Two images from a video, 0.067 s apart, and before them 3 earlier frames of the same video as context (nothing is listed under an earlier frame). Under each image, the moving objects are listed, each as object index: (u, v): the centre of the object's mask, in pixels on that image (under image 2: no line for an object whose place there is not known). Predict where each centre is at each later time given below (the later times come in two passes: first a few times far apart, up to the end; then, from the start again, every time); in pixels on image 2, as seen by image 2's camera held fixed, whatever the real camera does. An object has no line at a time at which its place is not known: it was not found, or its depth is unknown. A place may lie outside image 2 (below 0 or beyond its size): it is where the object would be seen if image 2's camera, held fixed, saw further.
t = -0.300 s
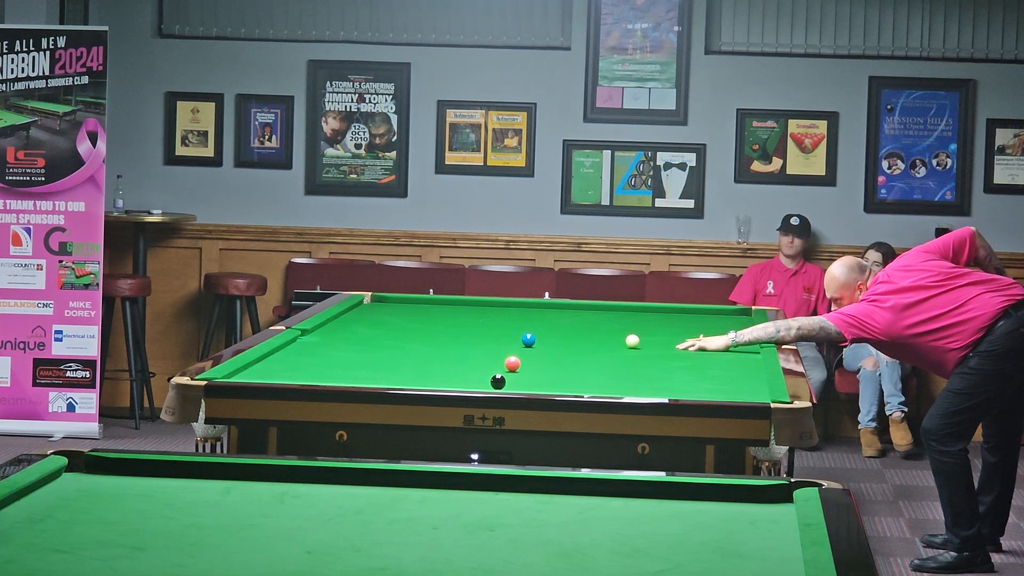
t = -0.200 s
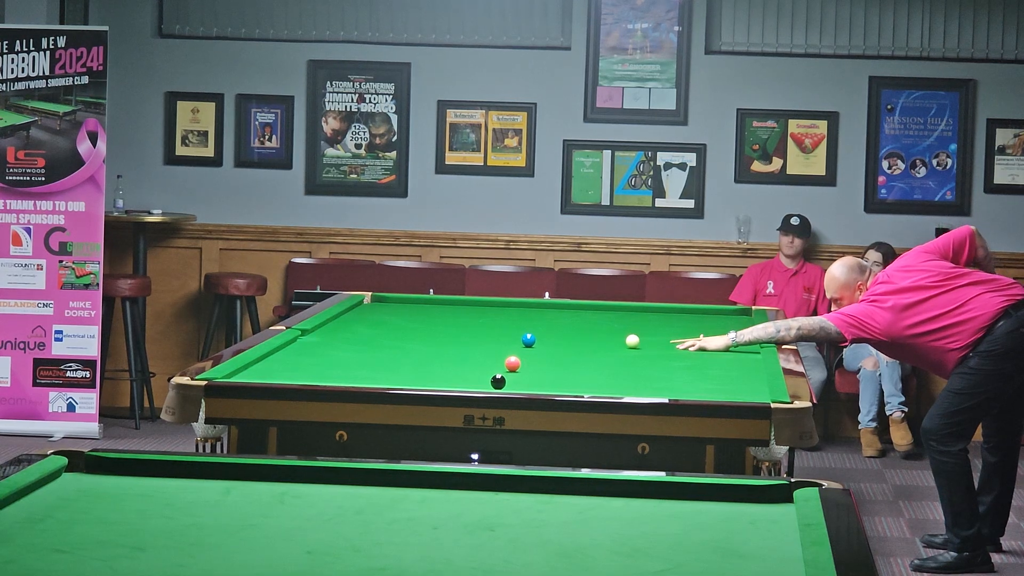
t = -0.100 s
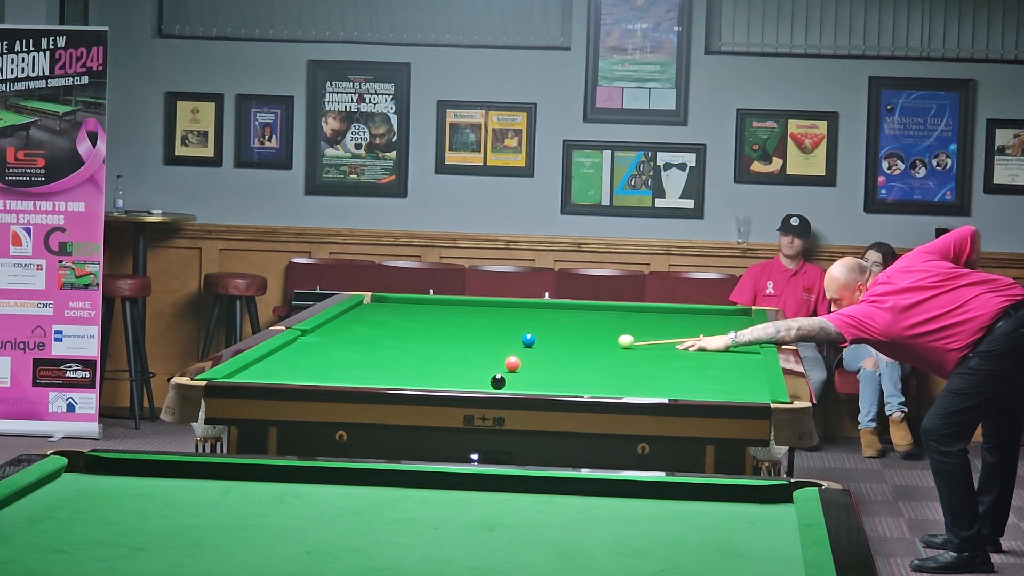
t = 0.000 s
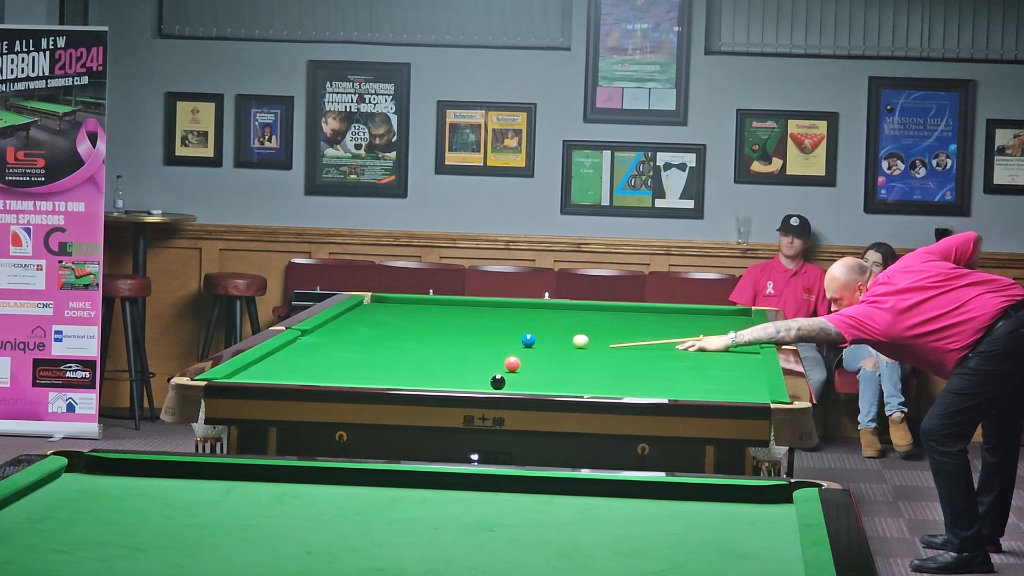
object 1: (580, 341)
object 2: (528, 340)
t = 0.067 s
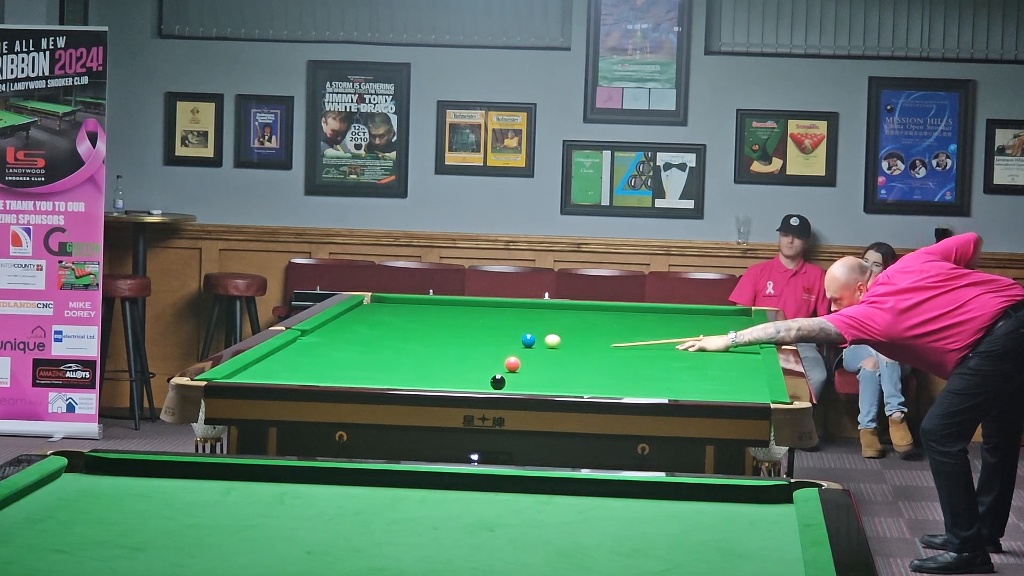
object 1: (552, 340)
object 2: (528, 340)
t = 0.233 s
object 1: (541, 342)
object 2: (480, 338)
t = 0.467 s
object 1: (544, 343)
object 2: (412, 336)
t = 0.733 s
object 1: (548, 346)
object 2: (340, 333)
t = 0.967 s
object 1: (551, 347)
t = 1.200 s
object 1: (554, 348)
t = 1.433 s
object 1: (557, 350)
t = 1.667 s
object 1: (559, 351)
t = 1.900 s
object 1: (561, 352)
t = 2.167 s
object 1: (563, 353)
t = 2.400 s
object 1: (565, 354)
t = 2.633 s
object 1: (566, 355)
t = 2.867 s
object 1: (567, 355)
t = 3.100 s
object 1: (568, 356)
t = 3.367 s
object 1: (568, 356)
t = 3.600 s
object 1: (569, 356)
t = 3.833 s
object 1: (569, 357)
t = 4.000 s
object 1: (569, 357)
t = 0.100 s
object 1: (542, 341)
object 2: (526, 340)
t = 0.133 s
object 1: (541, 341)
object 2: (513, 340)
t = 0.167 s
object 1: (541, 341)
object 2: (502, 339)
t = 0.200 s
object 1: (541, 341)
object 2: (490, 339)
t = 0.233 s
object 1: (541, 342)
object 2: (480, 338)
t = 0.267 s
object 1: (542, 342)
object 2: (469, 338)
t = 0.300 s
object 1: (542, 342)
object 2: (459, 338)
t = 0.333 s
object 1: (542, 343)
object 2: (450, 337)
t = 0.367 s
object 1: (543, 343)
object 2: (441, 337)
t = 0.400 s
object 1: (543, 343)
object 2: (431, 336)
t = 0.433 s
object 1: (544, 343)
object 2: (422, 336)
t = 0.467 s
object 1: (544, 343)
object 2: (412, 336)
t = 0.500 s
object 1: (545, 344)
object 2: (403, 336)
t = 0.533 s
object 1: (545, 344)
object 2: (394, 335)
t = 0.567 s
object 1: (546, 344)
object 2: (385, 335)
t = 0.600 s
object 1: (546, 345)
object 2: (376, 334)
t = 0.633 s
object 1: (546, 345)
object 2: (367, 334)
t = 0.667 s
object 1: (547, 345)
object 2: (358, 334)
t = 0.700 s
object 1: (547, 345)
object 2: (349, 334)
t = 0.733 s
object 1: (548, 346)
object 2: (340, 333)
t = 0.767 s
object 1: (548, 346)
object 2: (331, 333)
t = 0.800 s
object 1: (549, 346)
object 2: (322, 333)
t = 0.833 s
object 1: (549, 346)
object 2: (313, 332)
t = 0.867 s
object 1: (550, 346)
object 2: (305, 332)
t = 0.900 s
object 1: (550, 346)
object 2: (298, 331)
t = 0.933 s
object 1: (551, 347)
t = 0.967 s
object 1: (551, 347)
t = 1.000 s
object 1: (552, 347)
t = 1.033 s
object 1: (552, 347)
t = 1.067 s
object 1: (552, 348)
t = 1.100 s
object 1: (553, 348)
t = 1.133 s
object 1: (553, 348)
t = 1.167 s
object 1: (553, 348)
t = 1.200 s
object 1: (554, 348)
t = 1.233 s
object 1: (554, 348)
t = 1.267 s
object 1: (555, 349)
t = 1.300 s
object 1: (555, 349)
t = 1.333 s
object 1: (556, 349)
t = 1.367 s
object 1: (556, 349)
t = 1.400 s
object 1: (556, 349)
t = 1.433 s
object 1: (557, 350)
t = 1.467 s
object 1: (557, 350)
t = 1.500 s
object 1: (557, 350)
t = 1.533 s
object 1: (558, 350)
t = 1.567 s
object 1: (558, 350)
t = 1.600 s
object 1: (558, 351)
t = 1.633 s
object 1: (559, 351)
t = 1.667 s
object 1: (559, 351)
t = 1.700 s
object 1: (559, 351)
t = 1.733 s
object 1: (559, 351)
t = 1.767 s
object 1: (560, 352)
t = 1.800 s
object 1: (560, 352)
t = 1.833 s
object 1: (561, 352)
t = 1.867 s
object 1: (561, 352)
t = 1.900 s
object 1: (561, 352)
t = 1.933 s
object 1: (561, 352)
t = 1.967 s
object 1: (562, 352)
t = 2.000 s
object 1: (562, 352)
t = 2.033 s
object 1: (562, 352)
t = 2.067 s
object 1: (562, 353)
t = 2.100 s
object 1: (562, 353)
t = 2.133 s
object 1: (563, 353)
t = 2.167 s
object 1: (563, 353)
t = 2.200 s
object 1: (563, 353)
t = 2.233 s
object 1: (563, 353)
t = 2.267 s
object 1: (564, 354)
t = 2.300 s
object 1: (564, 354)
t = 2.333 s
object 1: (564, 354)
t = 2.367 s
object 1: (564, 354)
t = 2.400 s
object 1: (565, 354)
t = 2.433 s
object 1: (565, 354)
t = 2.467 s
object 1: (565, 354)
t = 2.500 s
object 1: (565, 354)
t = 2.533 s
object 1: (565, 354)
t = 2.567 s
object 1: (565, 354)
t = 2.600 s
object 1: (566, 355)
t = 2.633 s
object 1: (566, 355)
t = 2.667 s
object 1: (566, 355)
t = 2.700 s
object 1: (566, 355)
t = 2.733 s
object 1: (566, 355)
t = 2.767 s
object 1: (567, 355)
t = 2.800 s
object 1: (567, 355)
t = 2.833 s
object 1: (567, 355)
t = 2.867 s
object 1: (567, 355)
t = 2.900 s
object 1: (567, 355)
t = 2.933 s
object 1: (567, 355)
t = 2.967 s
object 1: (568, 356)
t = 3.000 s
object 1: (568, 356)
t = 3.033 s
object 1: (568, 356)
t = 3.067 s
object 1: (568, 356)
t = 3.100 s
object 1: (568, 356)
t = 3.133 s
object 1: (568, 356)
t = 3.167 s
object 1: (568, 356)
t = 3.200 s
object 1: (568, 356)
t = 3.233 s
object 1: (568, 356)
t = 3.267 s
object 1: (568, 356)
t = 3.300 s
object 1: (568, 356)
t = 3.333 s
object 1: (568, 356)
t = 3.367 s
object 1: (568, 356)
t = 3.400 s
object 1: (568, 356)
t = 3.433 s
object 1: (569, 356)
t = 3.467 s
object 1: (569, 356)
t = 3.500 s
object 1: (569, 356)
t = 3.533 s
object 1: (569, 356)
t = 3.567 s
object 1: (569, 356)
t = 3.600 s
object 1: (569, 356)
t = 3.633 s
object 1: (569, 357)
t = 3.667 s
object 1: (569, 357)
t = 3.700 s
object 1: (569, 357)
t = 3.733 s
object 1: (569, 357)
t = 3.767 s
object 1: (569, 357)
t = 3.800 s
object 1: (569, 357)
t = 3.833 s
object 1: (569, 357)
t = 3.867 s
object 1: (569, 357)
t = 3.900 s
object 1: (569, 357)
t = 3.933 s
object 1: (569, 357)
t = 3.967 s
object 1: (569, 357)
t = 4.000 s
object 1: (569, 357)
